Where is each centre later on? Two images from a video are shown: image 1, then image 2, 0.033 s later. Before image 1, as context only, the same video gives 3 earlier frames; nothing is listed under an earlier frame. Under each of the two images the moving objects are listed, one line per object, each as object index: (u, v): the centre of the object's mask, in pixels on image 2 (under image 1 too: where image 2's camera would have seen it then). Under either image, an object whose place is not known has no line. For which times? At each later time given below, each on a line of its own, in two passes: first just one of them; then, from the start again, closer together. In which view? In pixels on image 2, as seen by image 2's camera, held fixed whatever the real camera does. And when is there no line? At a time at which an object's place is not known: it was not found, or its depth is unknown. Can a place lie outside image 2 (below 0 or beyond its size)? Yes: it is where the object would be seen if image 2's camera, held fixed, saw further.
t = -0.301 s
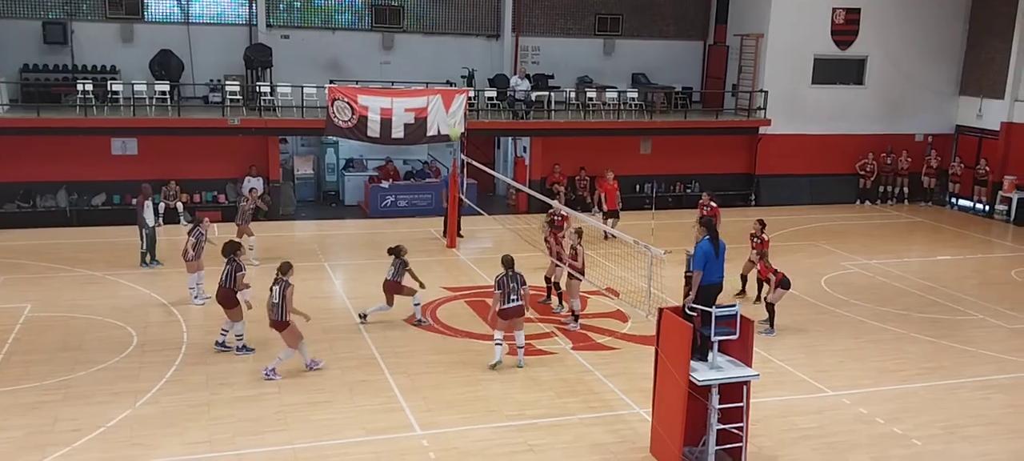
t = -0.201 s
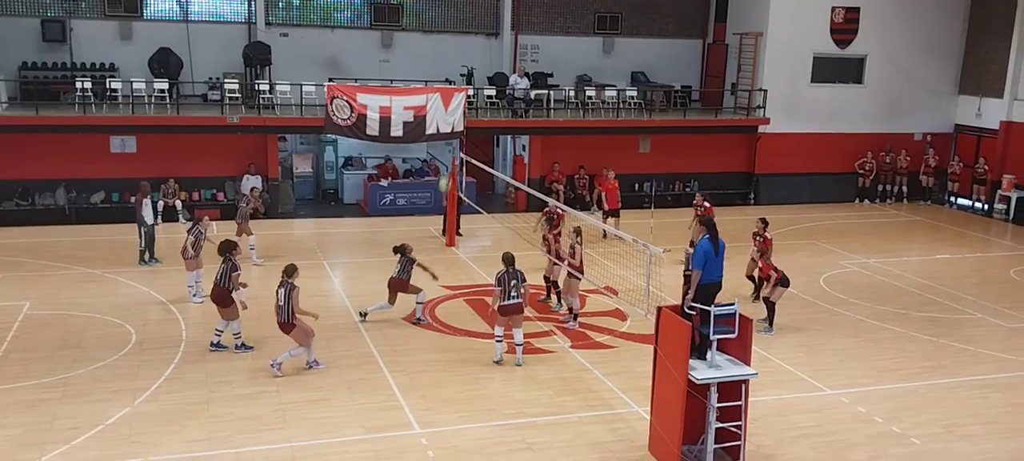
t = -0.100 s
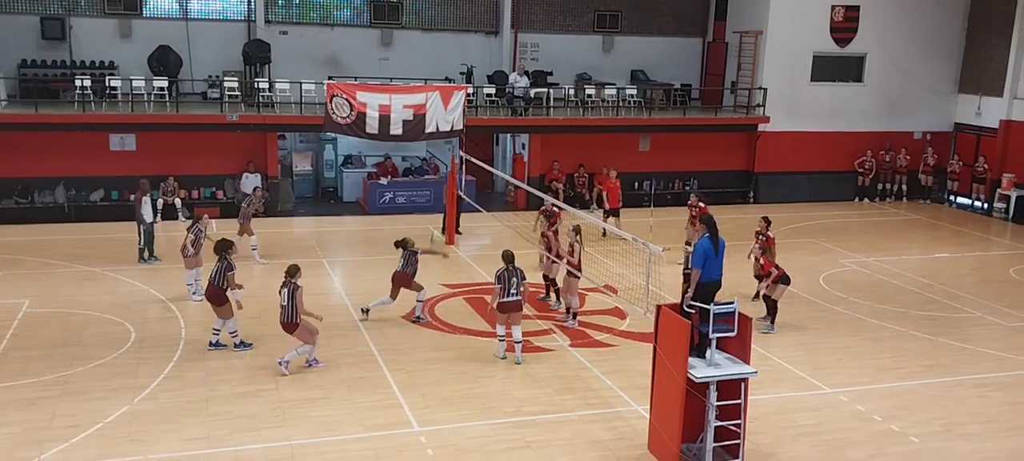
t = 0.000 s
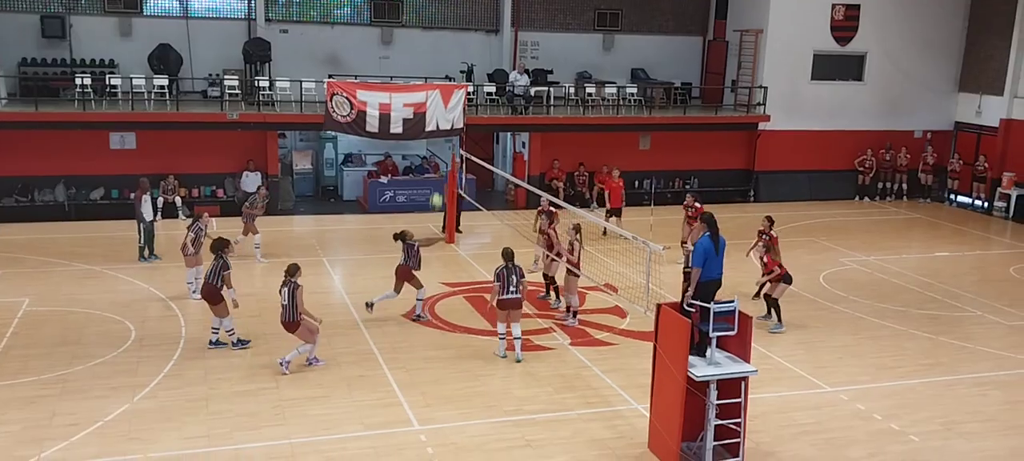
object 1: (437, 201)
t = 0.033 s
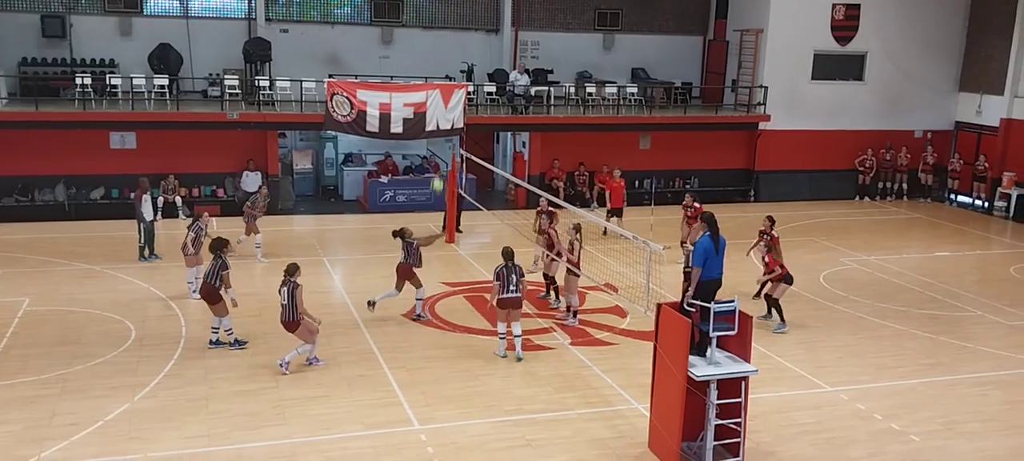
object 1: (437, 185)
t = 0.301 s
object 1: (443, 80)
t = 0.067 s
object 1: (438, 170)
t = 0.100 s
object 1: (438, 155)
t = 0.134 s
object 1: (439, 141)
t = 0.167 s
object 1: (439, 129)
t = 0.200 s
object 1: (439, 116)
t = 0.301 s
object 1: (443, 80)
